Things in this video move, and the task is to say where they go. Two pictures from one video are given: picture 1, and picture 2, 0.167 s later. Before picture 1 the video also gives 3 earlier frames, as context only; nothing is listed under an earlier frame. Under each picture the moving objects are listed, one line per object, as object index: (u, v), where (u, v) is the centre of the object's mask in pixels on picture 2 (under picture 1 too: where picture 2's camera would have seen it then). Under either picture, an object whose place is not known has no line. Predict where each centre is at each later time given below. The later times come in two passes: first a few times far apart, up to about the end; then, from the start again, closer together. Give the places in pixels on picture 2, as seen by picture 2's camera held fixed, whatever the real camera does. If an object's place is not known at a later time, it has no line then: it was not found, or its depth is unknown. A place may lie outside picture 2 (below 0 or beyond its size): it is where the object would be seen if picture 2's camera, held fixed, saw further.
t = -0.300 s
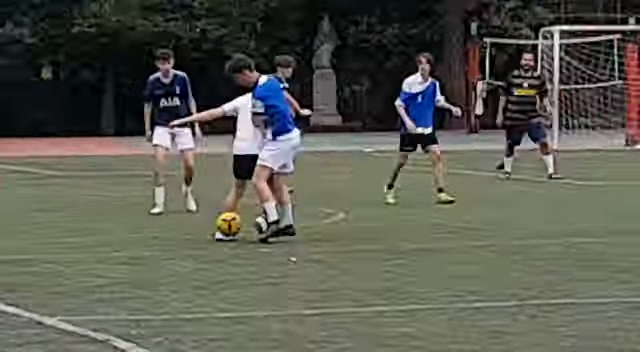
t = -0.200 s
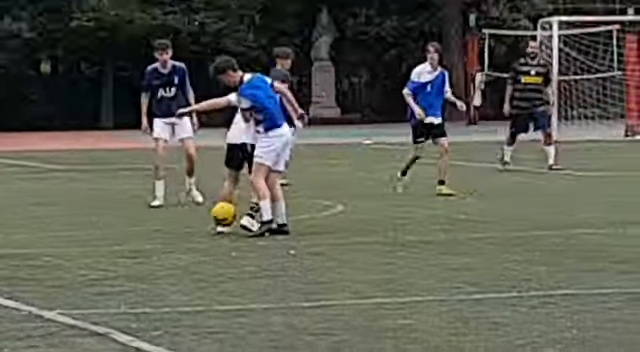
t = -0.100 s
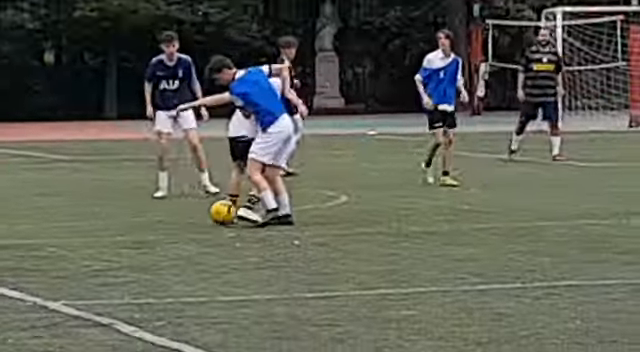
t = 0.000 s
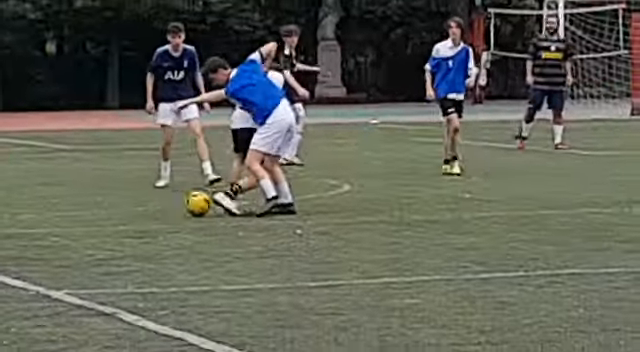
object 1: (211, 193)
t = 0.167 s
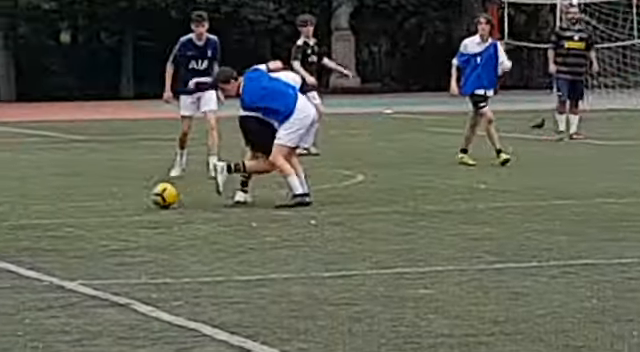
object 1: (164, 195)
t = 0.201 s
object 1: (155, 195)
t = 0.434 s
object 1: (91, 198)
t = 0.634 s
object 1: (39, 200)
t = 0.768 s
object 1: (4, 201)
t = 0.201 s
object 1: (155, 195)
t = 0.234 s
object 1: (145, 196)
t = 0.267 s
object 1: (136, 197)
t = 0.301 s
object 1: (127, 197)
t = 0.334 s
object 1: (118, 197)
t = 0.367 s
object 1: (109, 197)
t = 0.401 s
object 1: (100, 197)
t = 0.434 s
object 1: (91, 198)
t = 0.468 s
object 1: (83, 198)
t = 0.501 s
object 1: (73, 198)
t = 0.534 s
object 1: (64, 199)
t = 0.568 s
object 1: (56, 199)
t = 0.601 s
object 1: (48, 199)
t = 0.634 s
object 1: (39, 200)
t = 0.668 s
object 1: (30, 201)
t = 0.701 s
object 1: (21, 200)
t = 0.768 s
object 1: (4, 201)
